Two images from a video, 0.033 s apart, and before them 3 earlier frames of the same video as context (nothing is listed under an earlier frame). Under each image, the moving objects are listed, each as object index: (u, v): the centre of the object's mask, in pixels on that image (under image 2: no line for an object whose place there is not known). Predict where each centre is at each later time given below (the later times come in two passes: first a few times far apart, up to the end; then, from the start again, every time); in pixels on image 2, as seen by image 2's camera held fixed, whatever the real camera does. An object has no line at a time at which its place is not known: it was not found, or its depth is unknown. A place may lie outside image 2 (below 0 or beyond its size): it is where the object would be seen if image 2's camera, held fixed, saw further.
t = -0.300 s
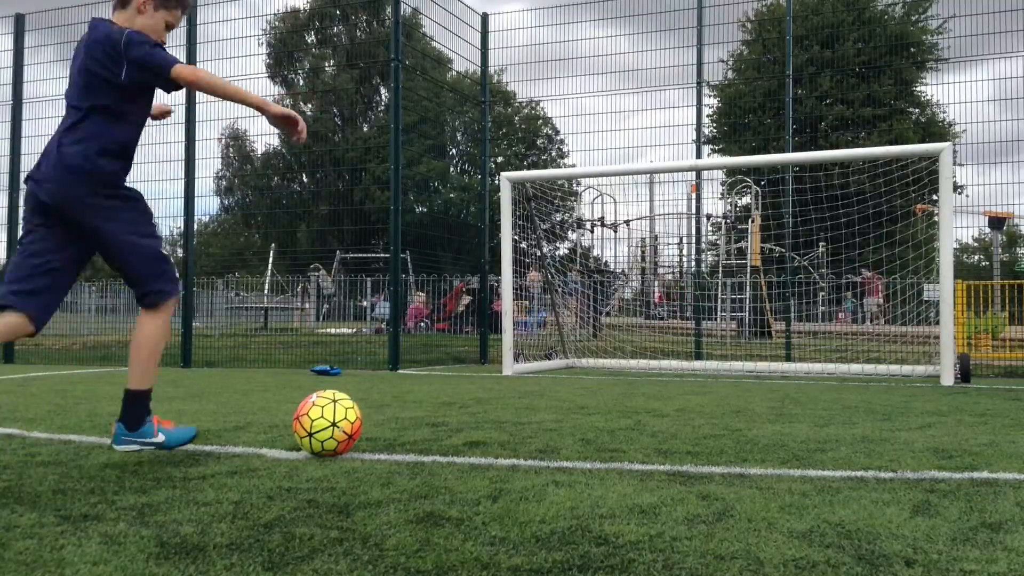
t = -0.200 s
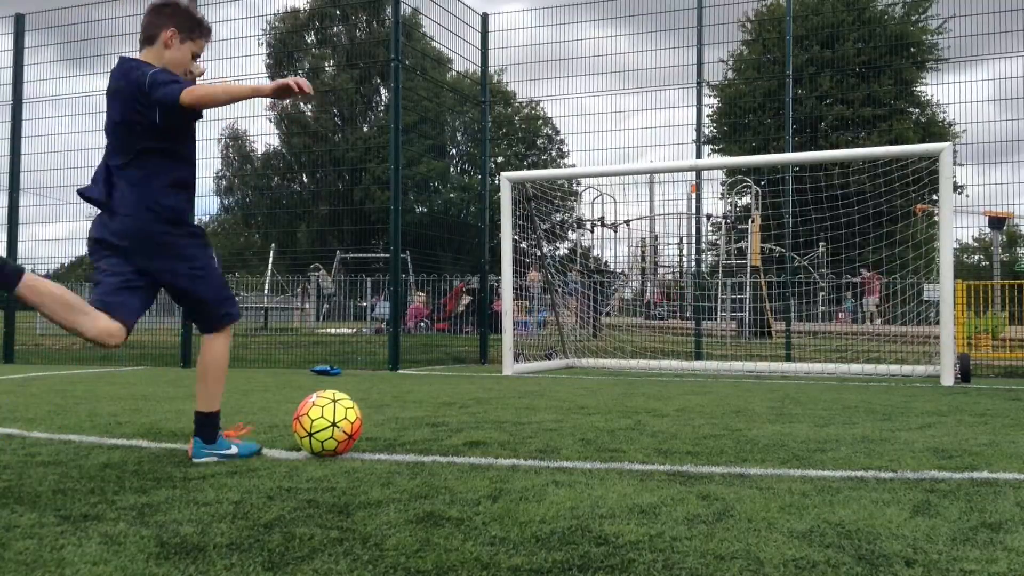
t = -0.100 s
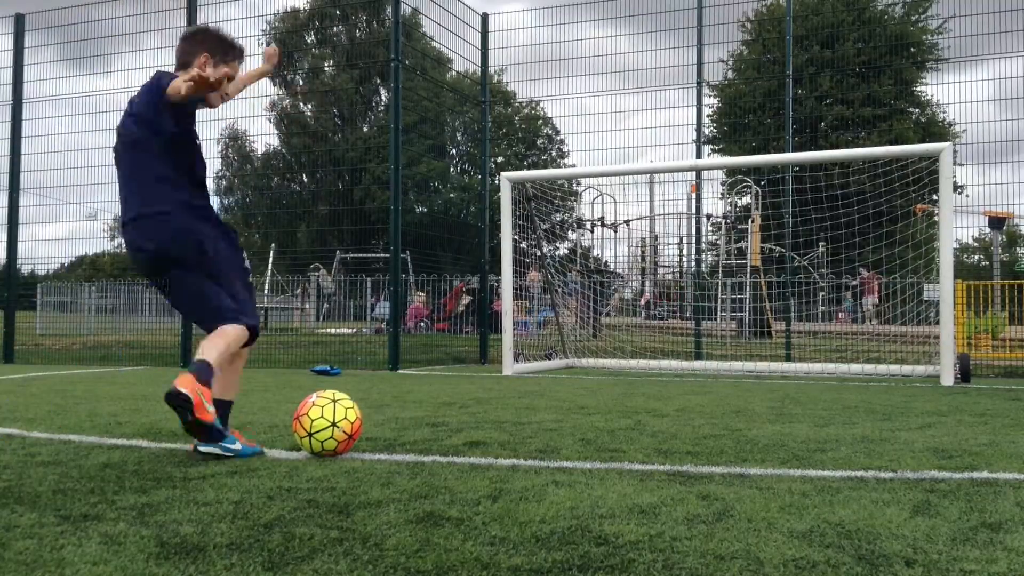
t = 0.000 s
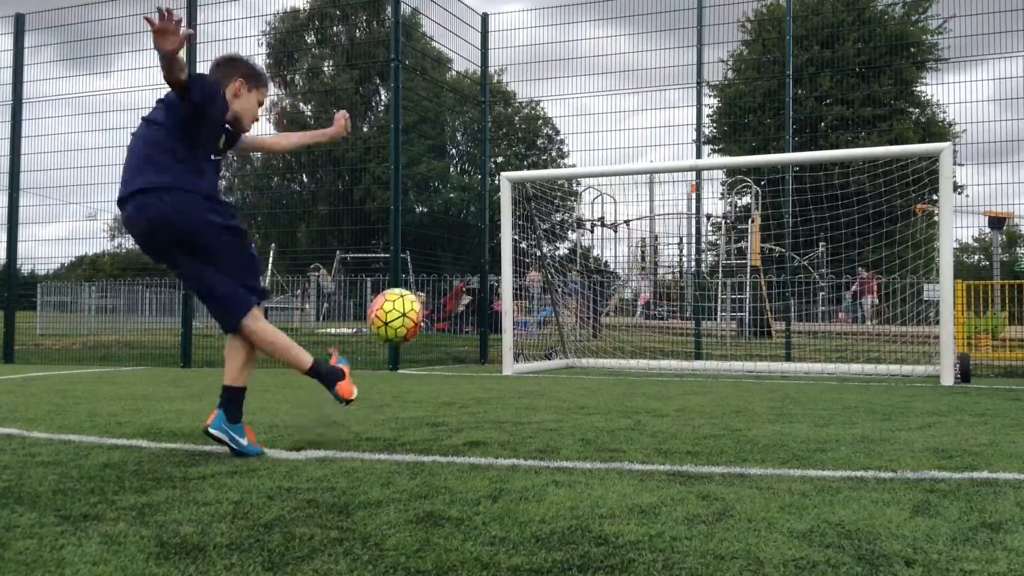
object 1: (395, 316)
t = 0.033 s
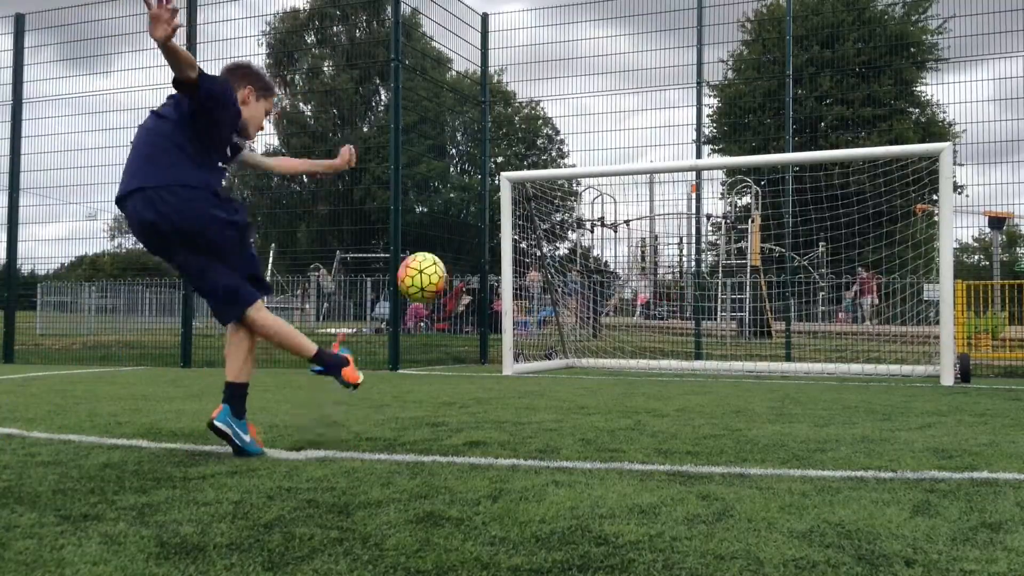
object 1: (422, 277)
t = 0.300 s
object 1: (534, 170)
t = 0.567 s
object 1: (499, 210)
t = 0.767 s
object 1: (372, 326)
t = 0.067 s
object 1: (444, 248)
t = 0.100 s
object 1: (462, 226)
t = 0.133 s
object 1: (478, 208)
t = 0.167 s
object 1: (491, 196)
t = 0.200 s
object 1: (504, 186)
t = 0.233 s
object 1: (515, 179)
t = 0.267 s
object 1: (525, 173)
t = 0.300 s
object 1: (534, 170)
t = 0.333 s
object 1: (542, 169)
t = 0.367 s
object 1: (550, 169)
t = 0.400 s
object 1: (557, 171)
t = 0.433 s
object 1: (563, 173)
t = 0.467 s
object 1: (550, 180)
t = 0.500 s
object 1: (533, 188)
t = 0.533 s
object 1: (517, 199)
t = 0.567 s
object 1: (499, 210)
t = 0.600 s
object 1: (481, 224)
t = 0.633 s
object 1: (462, 239)
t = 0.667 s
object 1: (441, 257)
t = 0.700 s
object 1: (420, 277)
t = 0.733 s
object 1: (397, 301)
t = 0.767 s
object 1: (372, 326)
